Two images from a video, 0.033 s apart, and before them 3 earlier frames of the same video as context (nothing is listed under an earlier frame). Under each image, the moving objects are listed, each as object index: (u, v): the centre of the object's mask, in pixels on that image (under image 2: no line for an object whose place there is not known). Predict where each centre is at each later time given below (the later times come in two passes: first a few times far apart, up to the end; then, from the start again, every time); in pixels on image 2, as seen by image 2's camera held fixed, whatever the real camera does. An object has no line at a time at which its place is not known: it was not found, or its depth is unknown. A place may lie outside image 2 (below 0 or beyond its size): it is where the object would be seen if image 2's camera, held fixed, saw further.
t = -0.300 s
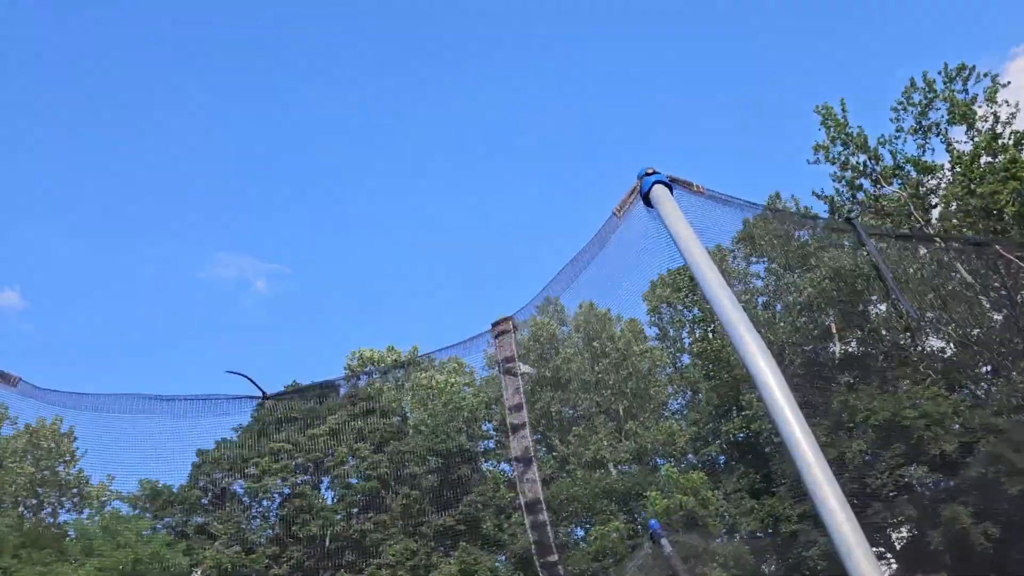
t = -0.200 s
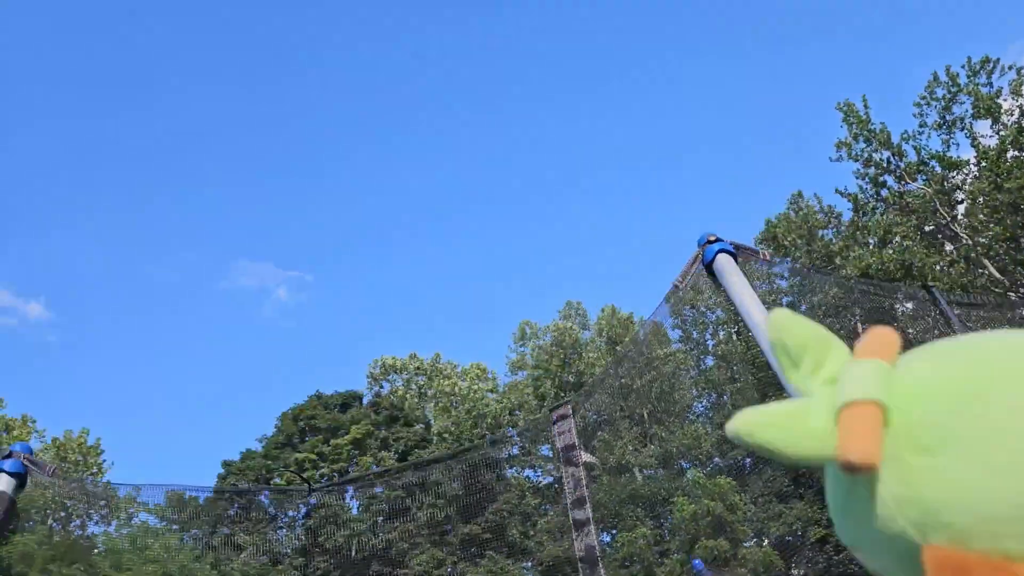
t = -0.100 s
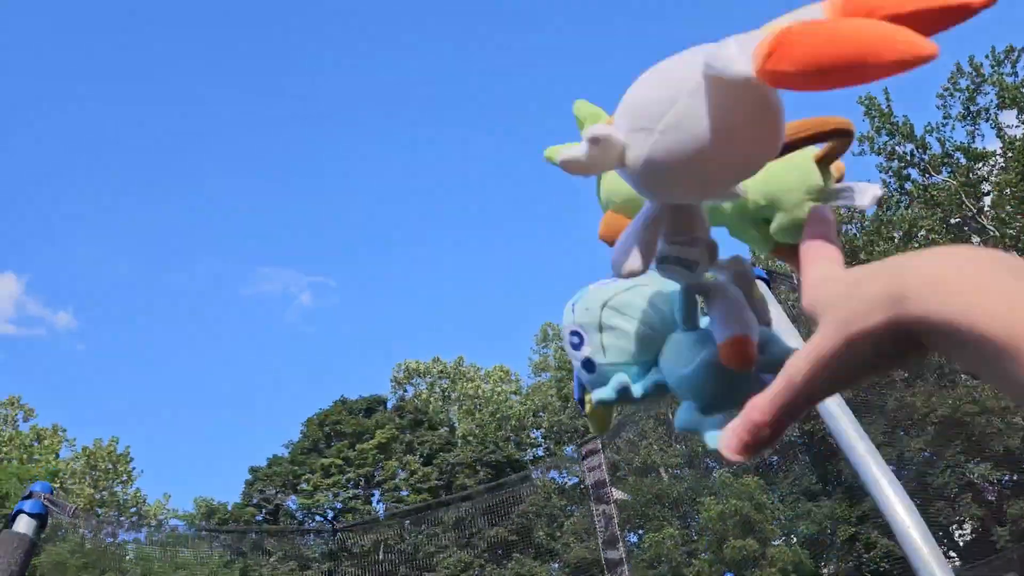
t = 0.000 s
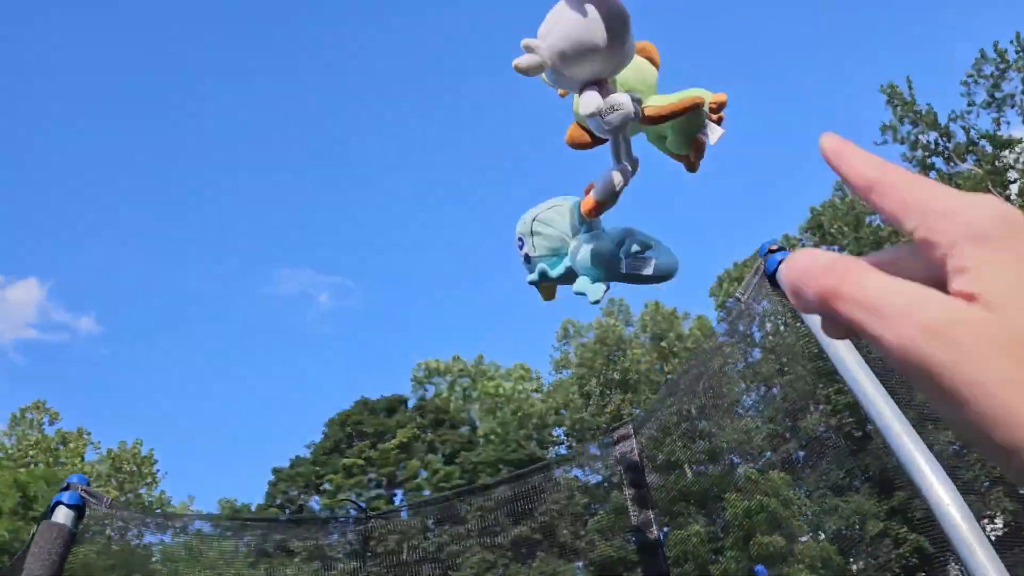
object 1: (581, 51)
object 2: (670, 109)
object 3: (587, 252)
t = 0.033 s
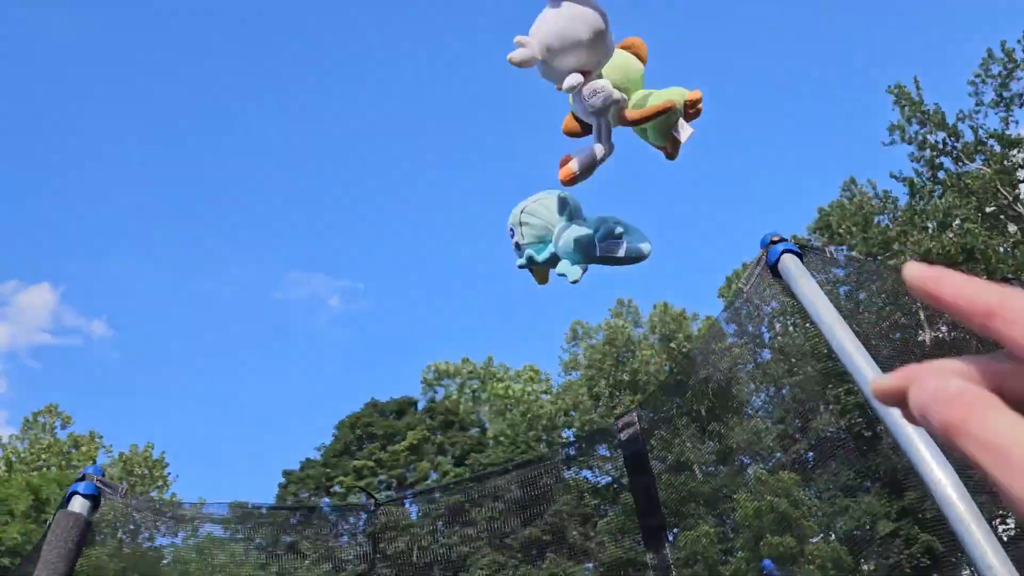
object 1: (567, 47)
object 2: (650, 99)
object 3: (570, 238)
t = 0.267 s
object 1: (540, 75)
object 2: (601, 133)
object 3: (514, 260)
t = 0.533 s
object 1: (615, 305)
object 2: (668, 380)
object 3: (537, 540)
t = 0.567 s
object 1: (632, 354)
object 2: (684, 423)
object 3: (545, 587)
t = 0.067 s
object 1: (553, 39)
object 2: (629, 92)
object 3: (552, 225)
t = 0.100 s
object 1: (542, 32)
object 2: (611, 88)
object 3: (537, 219)
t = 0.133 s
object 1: (536, 31)
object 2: (600, 90)
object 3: (526, 217)
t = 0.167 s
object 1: (535, 34)
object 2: (597, 91)
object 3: (522, 217)
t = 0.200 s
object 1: (536, 44)
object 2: (597, 101)
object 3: (518, 227)
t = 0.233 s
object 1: (535, 57)
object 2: (598, 116)
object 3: (514, 242)
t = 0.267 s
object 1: (540, 75)
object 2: (601, 133)
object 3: (514, 260)
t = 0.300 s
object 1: (544, 91)
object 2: (605, 153)
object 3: (513, 285)
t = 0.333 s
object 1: (550, 115)
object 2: (610, 179)
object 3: (513, 316)
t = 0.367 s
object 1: (554, 139)
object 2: (617, 208)
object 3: (515, 346)
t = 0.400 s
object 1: (561, 170)
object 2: (624, 238)
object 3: (517, 382)
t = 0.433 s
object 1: (570, 205)
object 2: (632, 271)
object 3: (519, 418)
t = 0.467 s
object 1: (582, 241)
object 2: (642, 303)
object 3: (524, 455)
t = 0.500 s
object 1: (597, 277)
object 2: (655, 339)
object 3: (530, 495)
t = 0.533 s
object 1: (615, 305)
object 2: (668, 380)
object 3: (537, 540)
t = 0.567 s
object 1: (632, 354)
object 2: (684, 423)
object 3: (545, 587)
